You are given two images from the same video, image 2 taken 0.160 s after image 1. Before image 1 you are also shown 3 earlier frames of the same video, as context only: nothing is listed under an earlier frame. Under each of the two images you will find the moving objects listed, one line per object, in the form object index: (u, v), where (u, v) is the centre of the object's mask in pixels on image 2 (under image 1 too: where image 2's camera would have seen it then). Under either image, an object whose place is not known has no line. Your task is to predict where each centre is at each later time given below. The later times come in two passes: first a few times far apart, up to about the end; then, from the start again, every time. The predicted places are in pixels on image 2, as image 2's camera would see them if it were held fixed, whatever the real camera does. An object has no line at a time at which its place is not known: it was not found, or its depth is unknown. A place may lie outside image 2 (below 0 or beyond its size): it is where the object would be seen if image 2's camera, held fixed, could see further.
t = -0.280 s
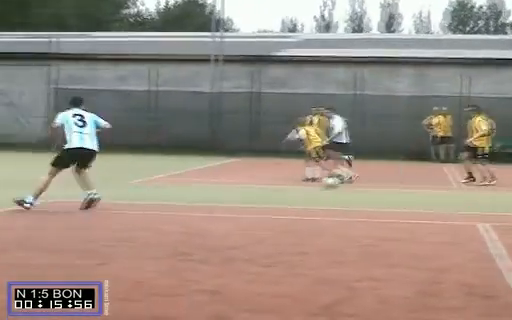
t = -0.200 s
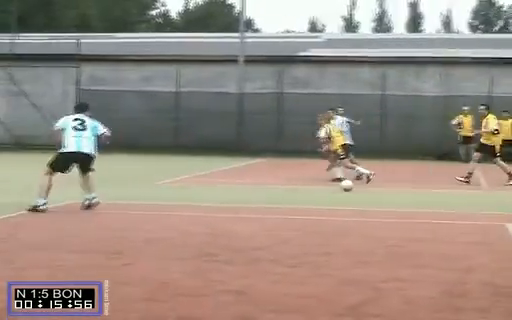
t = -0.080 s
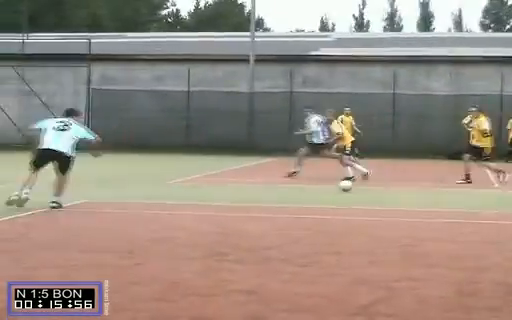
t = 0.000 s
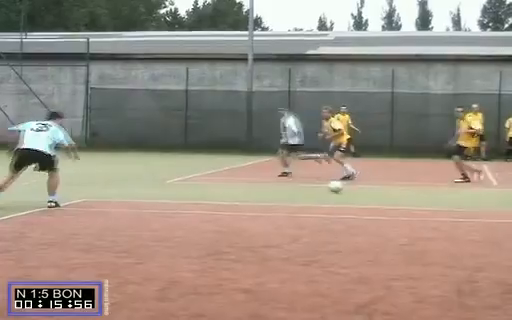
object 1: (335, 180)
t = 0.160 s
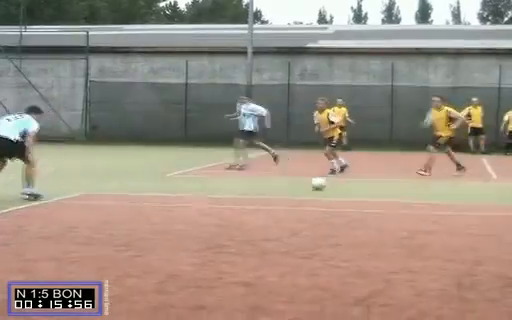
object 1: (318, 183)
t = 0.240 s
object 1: (309, 183)
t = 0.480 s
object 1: (279, 191)
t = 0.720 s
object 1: (246, 197)
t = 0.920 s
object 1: (215, 203)
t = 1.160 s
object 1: (173, 208)
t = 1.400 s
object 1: (122, 219)
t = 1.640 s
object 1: (60, 229)
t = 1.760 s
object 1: (26, 234)
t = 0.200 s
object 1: (313, 183)
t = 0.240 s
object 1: (309, 183)
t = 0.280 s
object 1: (304, 185)
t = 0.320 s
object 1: (299, 187)
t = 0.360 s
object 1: (294, 188)
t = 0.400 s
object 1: (289, 189)
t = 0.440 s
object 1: (285, 190)
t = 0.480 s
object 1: (279, 191)
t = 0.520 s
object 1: (274, 192)
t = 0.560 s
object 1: (269, 193)
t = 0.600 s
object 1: (263, 194)
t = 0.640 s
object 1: (257, 195)
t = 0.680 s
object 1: (252, 196)
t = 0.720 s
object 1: (246, 197)
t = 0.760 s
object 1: (240, 199)
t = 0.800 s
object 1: (234, 199)
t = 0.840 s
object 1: (228, 199)
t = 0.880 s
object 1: (221, 200)
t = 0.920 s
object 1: (215, 203)
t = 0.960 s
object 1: (208, 204)
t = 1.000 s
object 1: (201, 203)
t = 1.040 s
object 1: (195, 205)
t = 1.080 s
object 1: (188, 208)
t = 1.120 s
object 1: (180, 208)
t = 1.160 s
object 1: (173, 208)
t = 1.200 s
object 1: (165, 209)
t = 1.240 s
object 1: (156, 212)
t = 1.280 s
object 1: (148, 215)
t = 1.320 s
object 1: (140, 215)
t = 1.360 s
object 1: (131, 216)
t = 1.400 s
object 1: (122, 219)
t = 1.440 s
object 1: (112, 220)
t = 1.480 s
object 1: (103, 221)
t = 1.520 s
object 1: (92, 224)
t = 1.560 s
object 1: (82, 226)
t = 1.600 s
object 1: (71, 227)
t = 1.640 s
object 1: (60, 229)
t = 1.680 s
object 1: (49, 232)
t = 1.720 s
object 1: (37, 232)
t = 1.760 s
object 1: (26, 234)
